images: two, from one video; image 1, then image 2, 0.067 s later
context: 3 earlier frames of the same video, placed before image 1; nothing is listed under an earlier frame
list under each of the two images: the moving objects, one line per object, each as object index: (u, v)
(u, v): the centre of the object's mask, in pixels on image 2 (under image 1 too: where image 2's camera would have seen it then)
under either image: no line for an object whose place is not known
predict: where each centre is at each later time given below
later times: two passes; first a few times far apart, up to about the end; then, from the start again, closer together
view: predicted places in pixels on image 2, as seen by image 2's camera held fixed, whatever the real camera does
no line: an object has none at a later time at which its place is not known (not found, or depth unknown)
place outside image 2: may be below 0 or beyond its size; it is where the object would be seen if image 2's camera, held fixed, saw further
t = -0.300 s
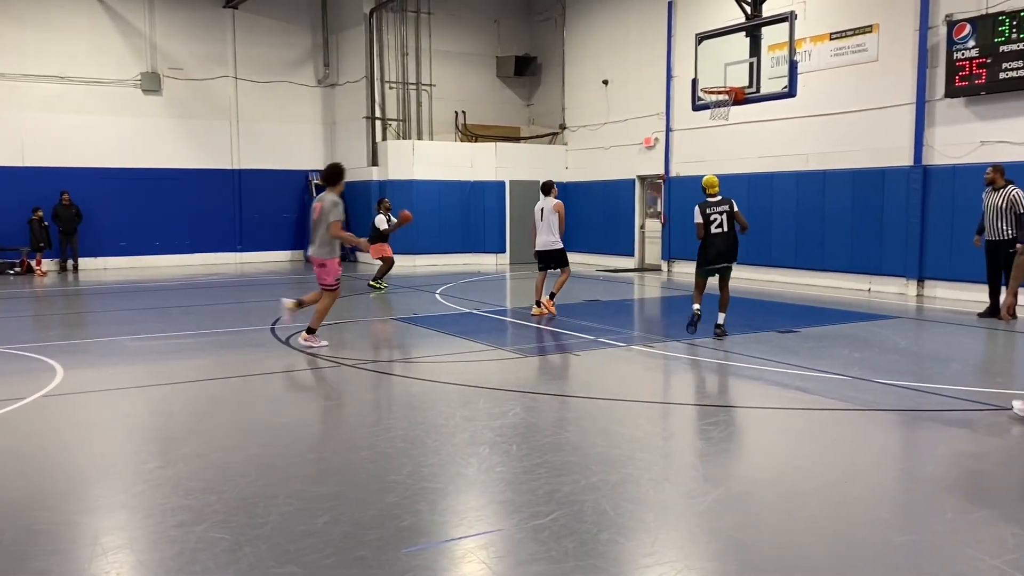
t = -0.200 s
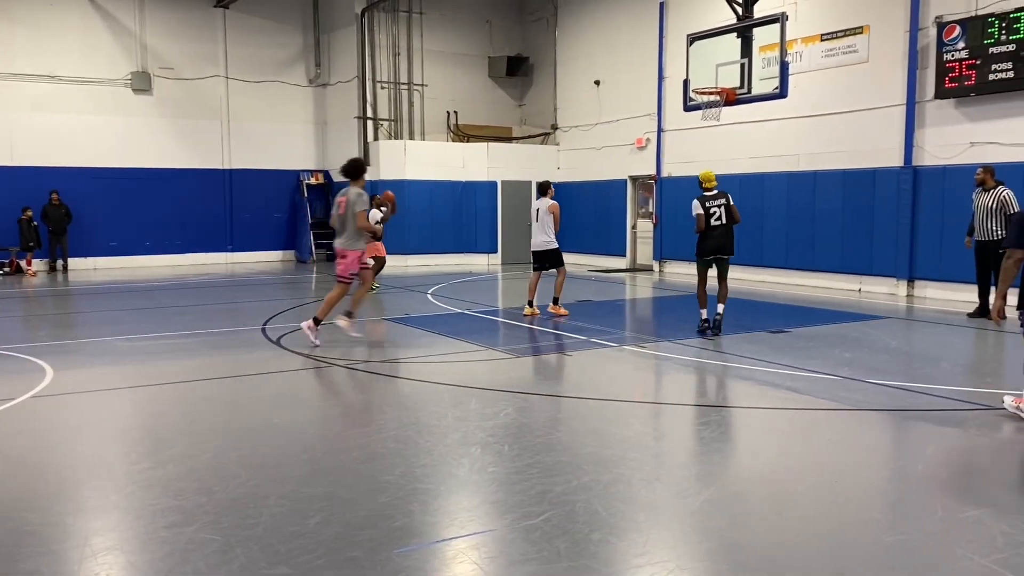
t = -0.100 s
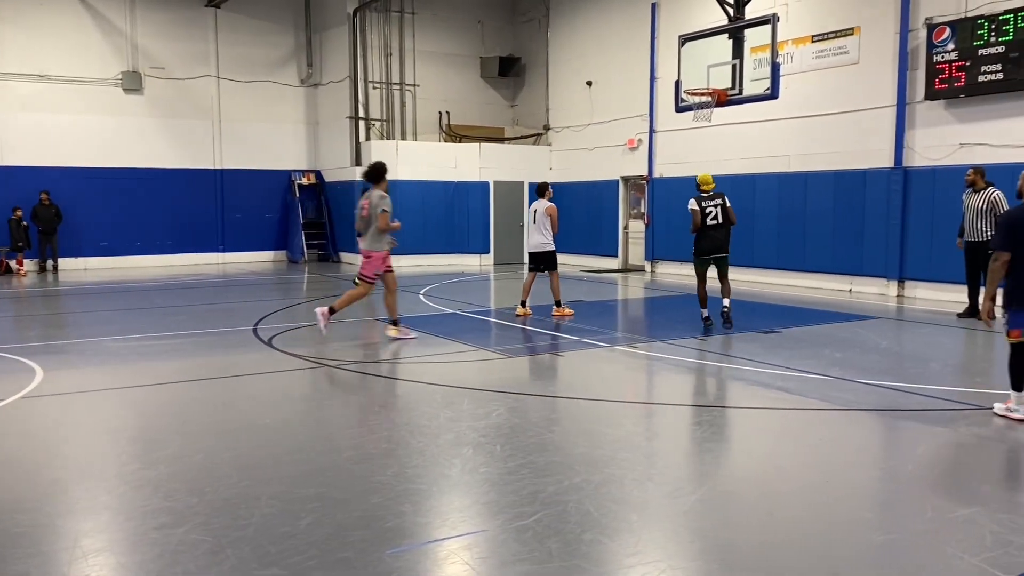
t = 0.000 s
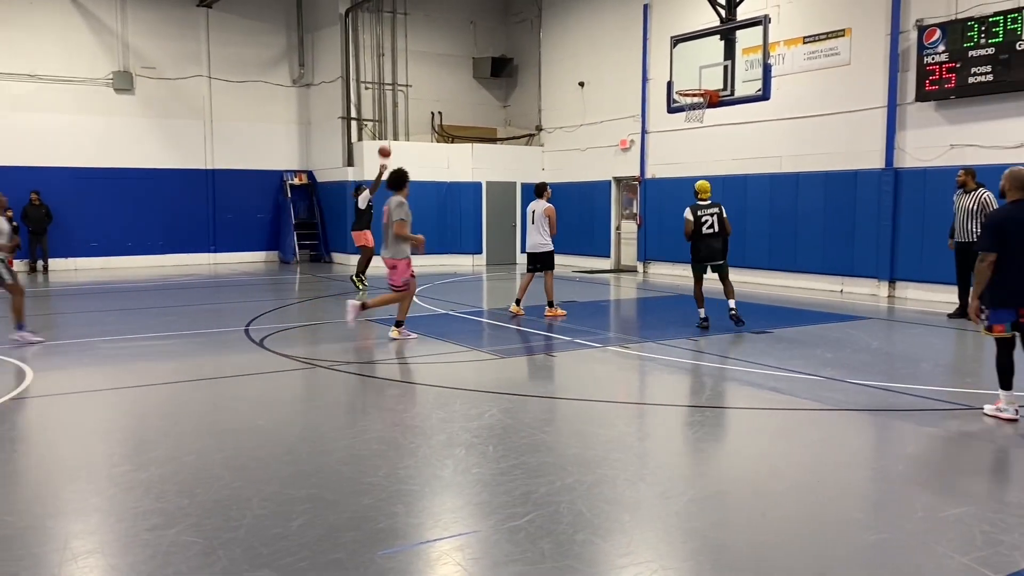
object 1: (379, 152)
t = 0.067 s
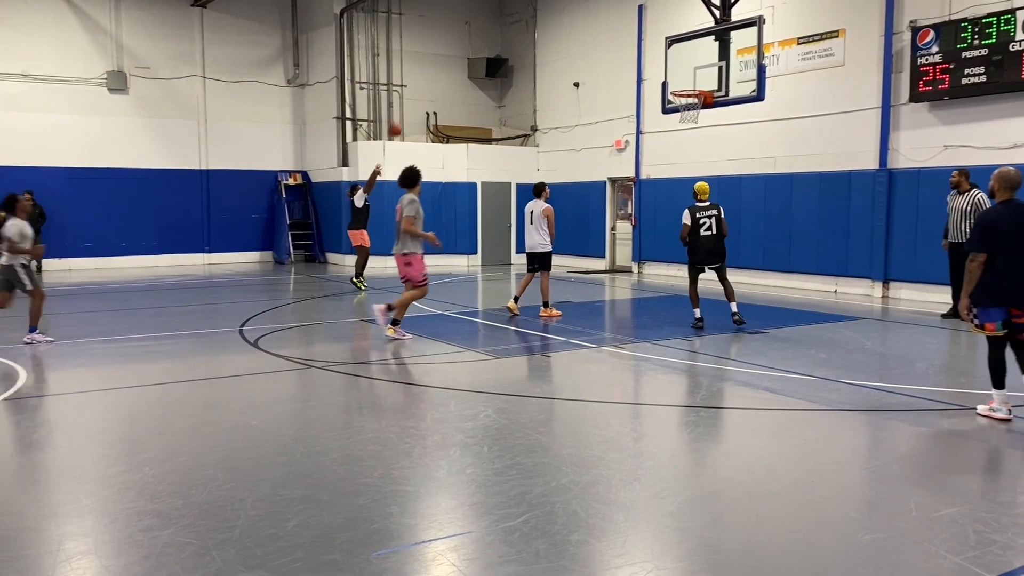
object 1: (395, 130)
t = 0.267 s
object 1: (442, 73)
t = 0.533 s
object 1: (512, 29)
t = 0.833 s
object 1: (599, 31)
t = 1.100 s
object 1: (683, 84)
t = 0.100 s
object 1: (402, 119)
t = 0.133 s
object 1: (410, 108)
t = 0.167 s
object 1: (418, 99)
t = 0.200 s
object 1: (426, 90)
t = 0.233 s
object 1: (434, 81)
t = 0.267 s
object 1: (442, 73)
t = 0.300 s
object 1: (451, 65)
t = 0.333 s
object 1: (459, 58)
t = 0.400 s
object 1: (477, 46)
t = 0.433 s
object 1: (486, 40)
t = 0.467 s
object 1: (495, 36)
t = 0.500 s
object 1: (503, 32)
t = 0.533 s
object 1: (512, 29)
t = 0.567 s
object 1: (522, 26)
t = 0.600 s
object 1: (531, 24)
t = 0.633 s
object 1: (540, 23)
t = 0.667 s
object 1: (550, 23)
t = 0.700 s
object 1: (560, 23)
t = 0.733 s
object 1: (569, 24)
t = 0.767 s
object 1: (579, 25)
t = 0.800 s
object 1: (589, 28)
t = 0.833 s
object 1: (599, 31)
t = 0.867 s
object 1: (609, 35)
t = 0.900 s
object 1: (619, 39)
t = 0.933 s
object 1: (629, 45)
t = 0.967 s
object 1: (640, 51)
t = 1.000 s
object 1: (651, 59)
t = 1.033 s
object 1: (661, 67)
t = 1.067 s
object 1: (672, 75)
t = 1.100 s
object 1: (683, 84)
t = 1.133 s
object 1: (693, 96)
